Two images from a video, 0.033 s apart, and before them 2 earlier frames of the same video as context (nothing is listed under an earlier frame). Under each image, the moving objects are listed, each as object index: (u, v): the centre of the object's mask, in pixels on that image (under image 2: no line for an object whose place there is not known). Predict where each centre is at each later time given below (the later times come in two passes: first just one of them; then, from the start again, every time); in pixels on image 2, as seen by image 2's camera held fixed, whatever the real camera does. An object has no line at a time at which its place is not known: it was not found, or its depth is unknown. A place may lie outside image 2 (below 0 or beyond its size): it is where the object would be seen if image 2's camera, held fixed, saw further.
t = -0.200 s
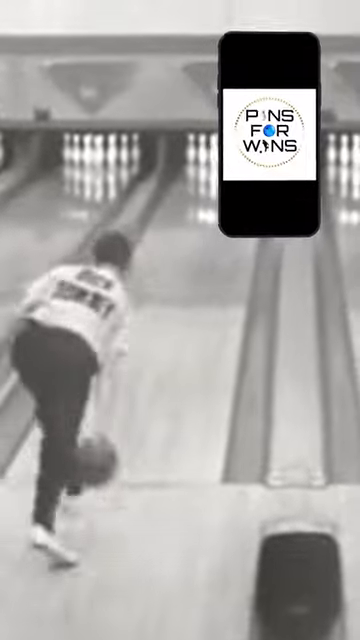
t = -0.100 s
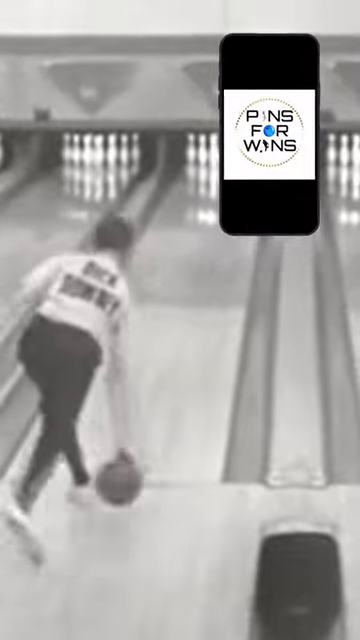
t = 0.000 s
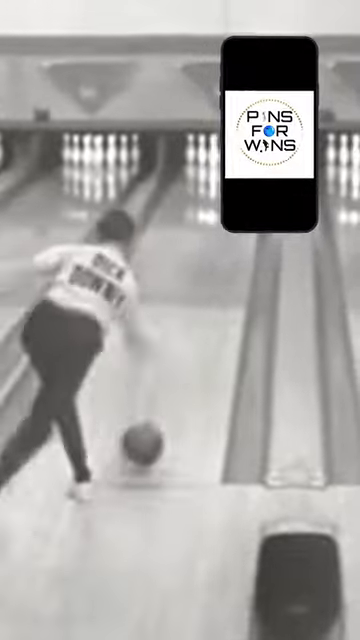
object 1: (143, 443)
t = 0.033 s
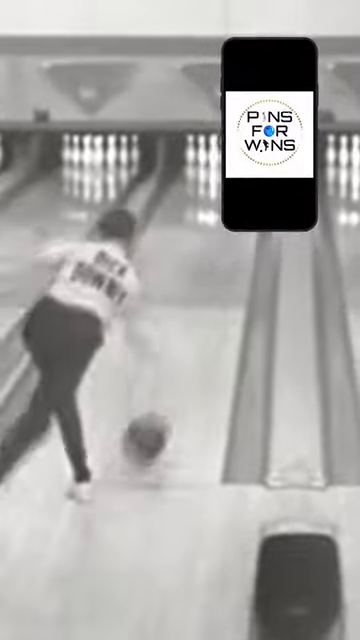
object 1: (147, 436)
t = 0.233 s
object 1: (172, 380)
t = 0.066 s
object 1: (151, 428)
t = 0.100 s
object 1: (156, 419)
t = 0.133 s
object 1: (161, 406)
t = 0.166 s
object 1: (166, 396)
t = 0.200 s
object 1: (169, 386)
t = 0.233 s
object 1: (172, 380)
